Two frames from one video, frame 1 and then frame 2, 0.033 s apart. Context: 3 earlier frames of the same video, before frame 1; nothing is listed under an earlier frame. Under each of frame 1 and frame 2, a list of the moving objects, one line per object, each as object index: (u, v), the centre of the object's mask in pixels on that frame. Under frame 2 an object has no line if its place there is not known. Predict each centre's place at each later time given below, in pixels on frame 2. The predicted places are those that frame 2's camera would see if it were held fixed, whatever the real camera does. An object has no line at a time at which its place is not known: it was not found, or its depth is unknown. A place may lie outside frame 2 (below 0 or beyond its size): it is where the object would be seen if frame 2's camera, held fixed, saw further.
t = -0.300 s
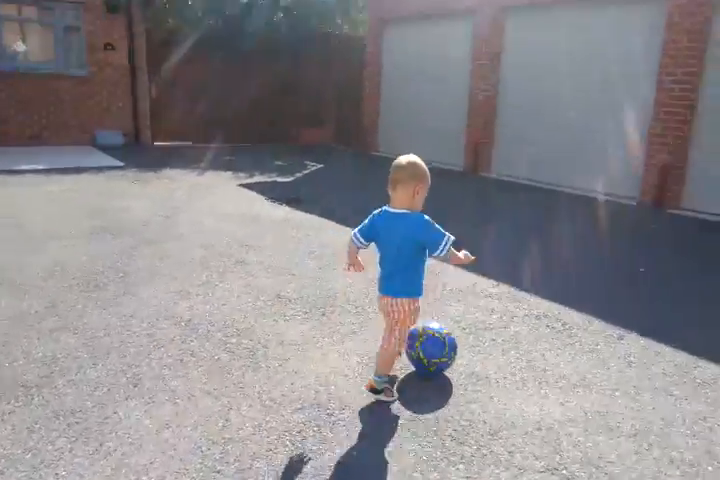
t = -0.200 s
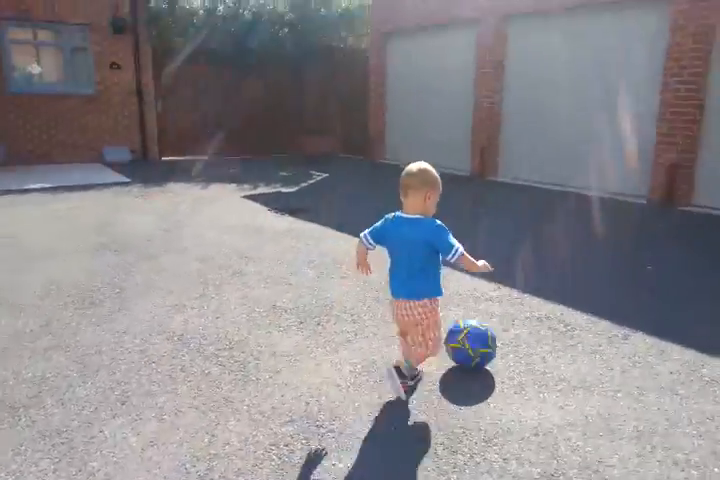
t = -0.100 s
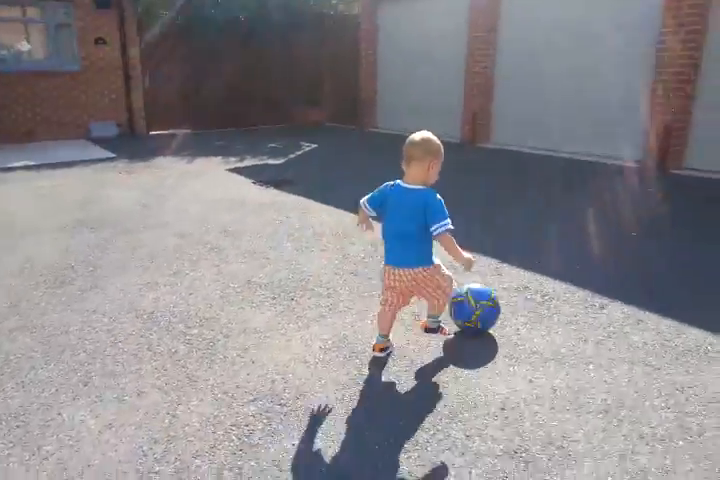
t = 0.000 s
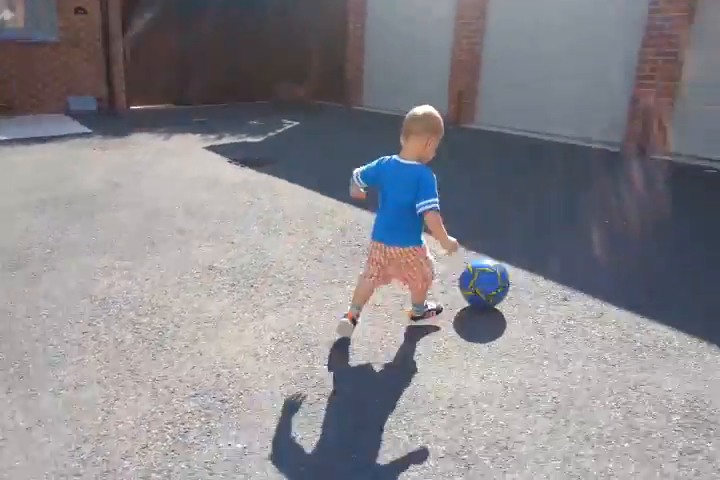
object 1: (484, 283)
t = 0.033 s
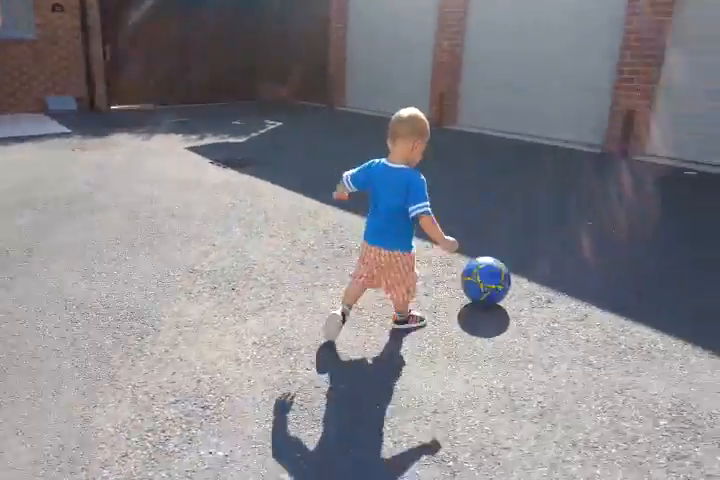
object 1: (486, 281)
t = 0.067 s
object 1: (501, 274)
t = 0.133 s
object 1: (530, 266)
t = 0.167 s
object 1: (542, 263)
